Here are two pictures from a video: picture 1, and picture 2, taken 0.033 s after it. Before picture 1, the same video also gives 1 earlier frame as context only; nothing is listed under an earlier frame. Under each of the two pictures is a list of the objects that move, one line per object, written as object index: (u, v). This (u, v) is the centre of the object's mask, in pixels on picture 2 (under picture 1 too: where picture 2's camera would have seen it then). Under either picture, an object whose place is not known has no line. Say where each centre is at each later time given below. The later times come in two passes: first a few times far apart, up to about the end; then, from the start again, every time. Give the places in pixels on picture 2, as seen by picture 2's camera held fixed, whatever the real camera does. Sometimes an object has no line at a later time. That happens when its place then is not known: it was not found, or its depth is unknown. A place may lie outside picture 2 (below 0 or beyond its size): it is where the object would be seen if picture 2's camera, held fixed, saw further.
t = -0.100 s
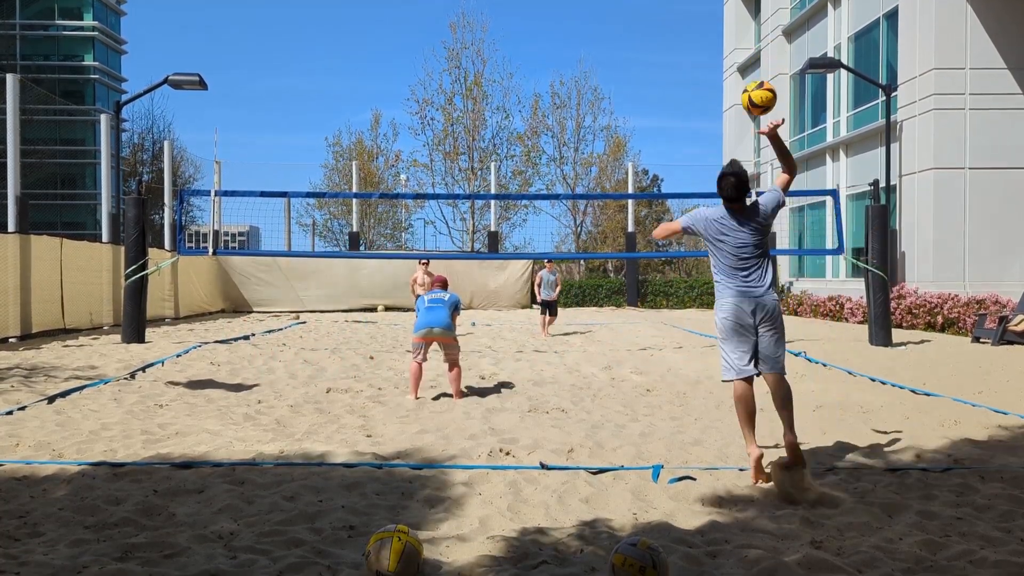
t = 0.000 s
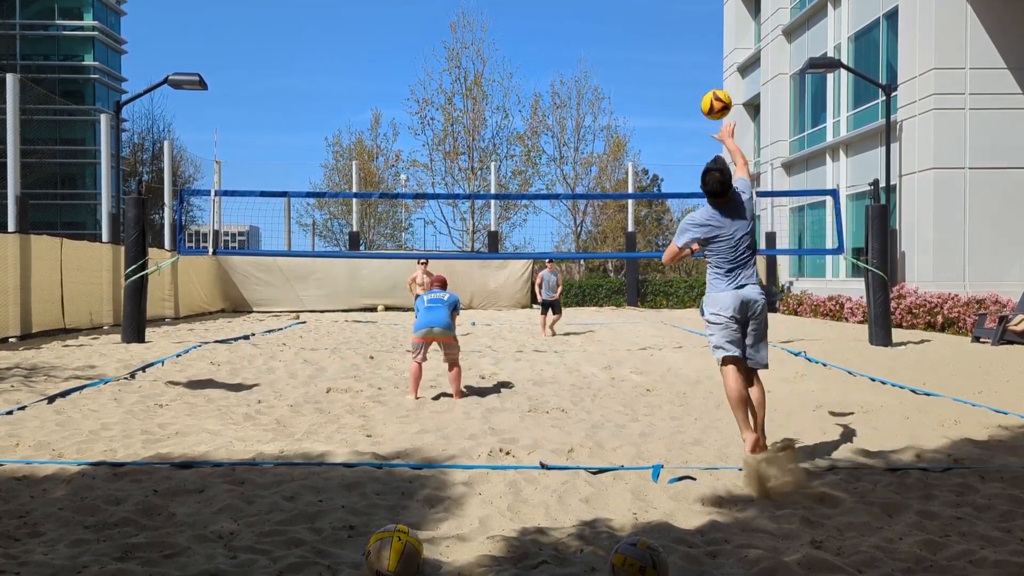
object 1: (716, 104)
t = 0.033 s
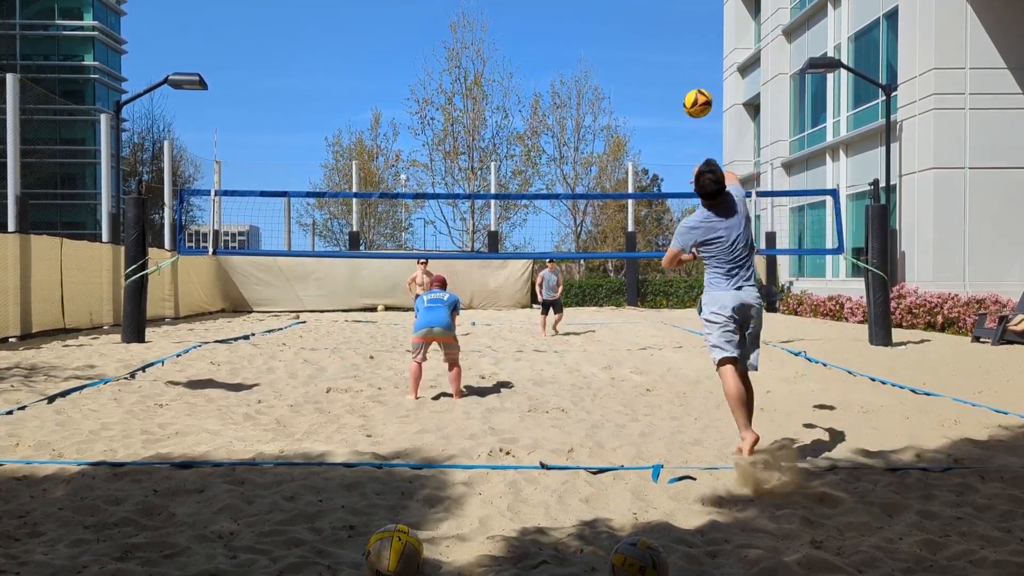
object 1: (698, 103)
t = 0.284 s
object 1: (604, 130)
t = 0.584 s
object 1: (549, 204)
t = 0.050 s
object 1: (689, 103)
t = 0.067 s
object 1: (681, 103)
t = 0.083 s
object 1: (674, 104)
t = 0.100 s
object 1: (666, 105)
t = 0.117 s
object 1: (659, 106)
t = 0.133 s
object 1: (653, 108)
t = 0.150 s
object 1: (646, 110)
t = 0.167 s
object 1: (640, 112)
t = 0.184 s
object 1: (634, 114)
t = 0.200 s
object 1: (629, 116)
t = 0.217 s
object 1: (624, 119)
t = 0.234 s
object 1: (618, 121)
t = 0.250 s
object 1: (614, 124)
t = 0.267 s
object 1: (609, 127)
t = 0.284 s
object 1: (604, 130)
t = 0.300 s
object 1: (600, 133)
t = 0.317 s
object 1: (596, 137)
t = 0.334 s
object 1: (592, 140)
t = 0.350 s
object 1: (588, 144)
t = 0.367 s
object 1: (585, 147)
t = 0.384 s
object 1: (580, 151)
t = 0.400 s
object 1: (577, 155)
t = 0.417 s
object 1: (574, 159)
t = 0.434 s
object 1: (571, 163)
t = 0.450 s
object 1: (568, 167)
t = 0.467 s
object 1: (565, 171)
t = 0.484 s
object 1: (563, 176)
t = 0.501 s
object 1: (560, 180)
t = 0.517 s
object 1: (558, 185)
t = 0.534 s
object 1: (555, 190)
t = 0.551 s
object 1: (553, 194)
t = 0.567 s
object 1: (551, 199)
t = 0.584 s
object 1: (549, 204)
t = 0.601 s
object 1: (547, 208)
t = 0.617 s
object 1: (545, 214)
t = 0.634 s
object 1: (543, 218)
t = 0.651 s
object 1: (542, 222)
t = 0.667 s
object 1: (541, 224)
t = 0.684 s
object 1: (540, 227)
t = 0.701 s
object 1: (540, 229)
